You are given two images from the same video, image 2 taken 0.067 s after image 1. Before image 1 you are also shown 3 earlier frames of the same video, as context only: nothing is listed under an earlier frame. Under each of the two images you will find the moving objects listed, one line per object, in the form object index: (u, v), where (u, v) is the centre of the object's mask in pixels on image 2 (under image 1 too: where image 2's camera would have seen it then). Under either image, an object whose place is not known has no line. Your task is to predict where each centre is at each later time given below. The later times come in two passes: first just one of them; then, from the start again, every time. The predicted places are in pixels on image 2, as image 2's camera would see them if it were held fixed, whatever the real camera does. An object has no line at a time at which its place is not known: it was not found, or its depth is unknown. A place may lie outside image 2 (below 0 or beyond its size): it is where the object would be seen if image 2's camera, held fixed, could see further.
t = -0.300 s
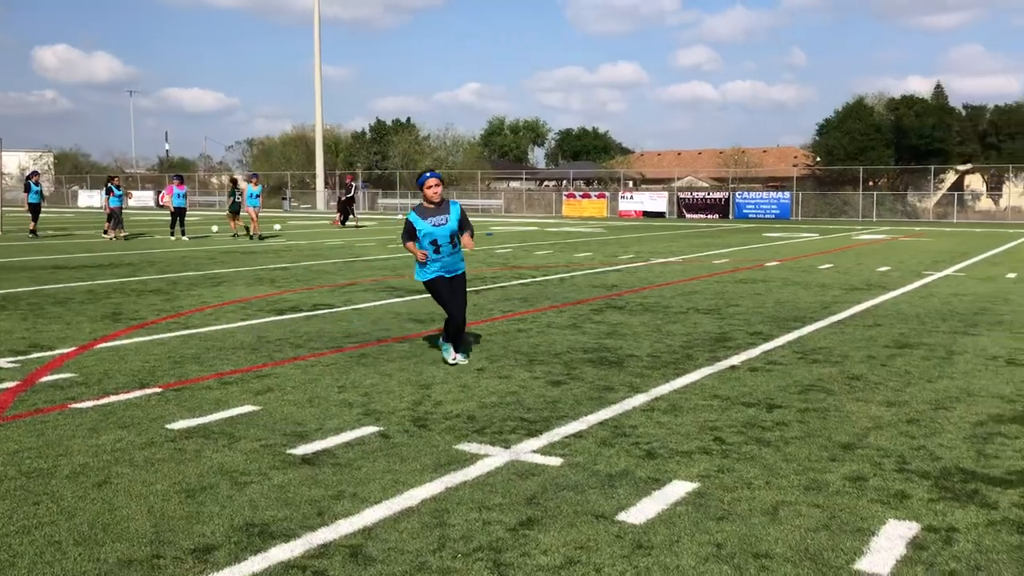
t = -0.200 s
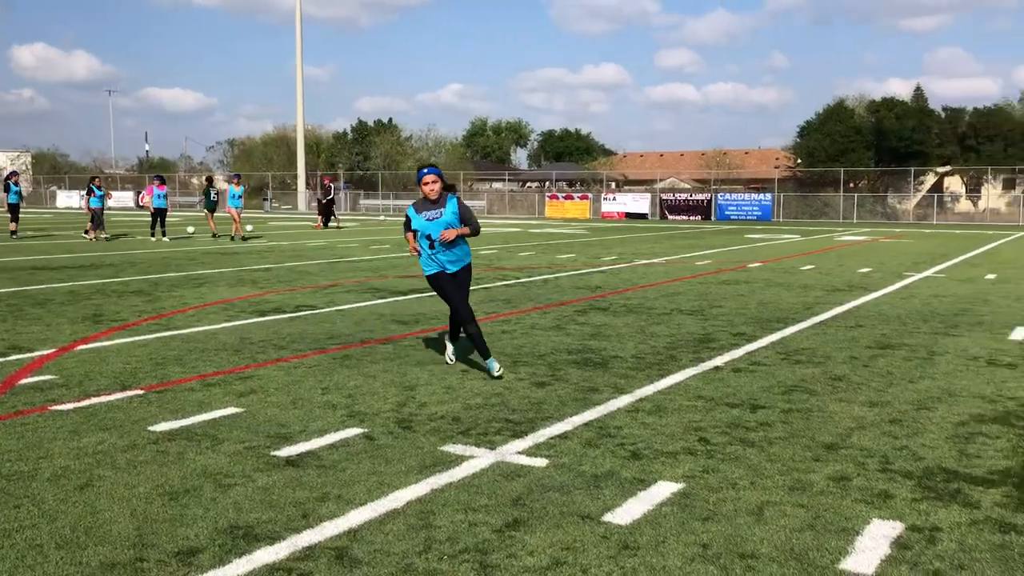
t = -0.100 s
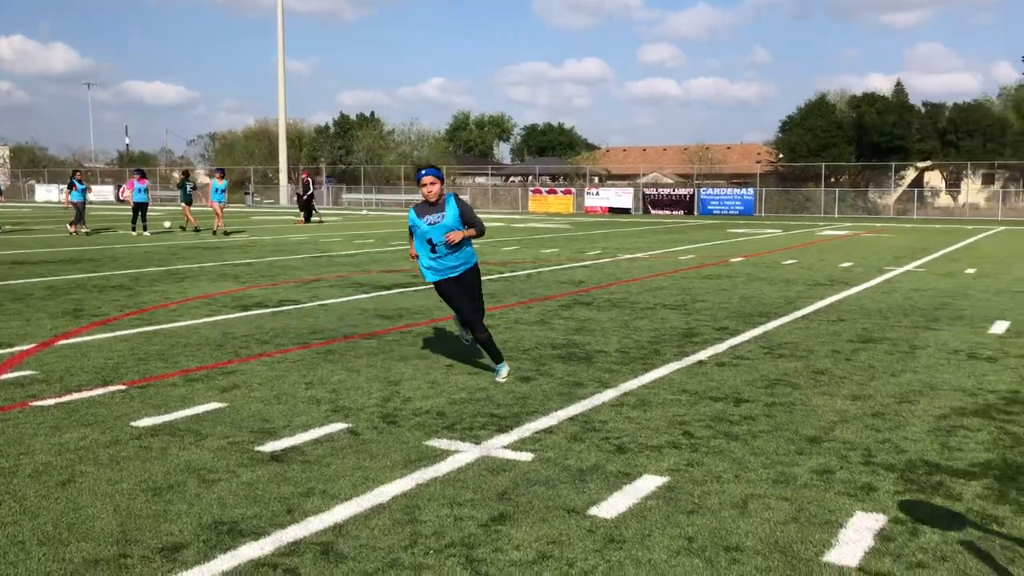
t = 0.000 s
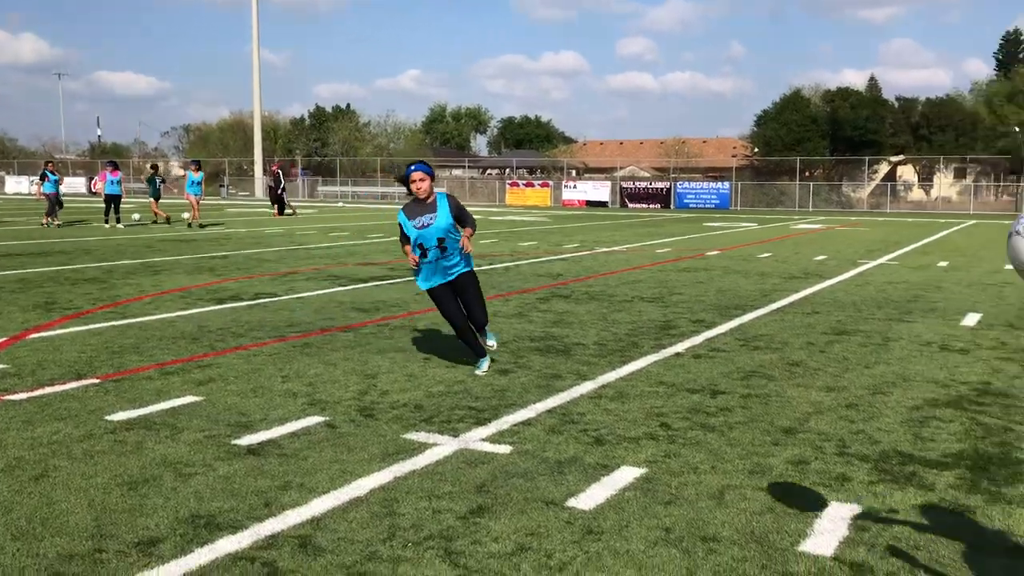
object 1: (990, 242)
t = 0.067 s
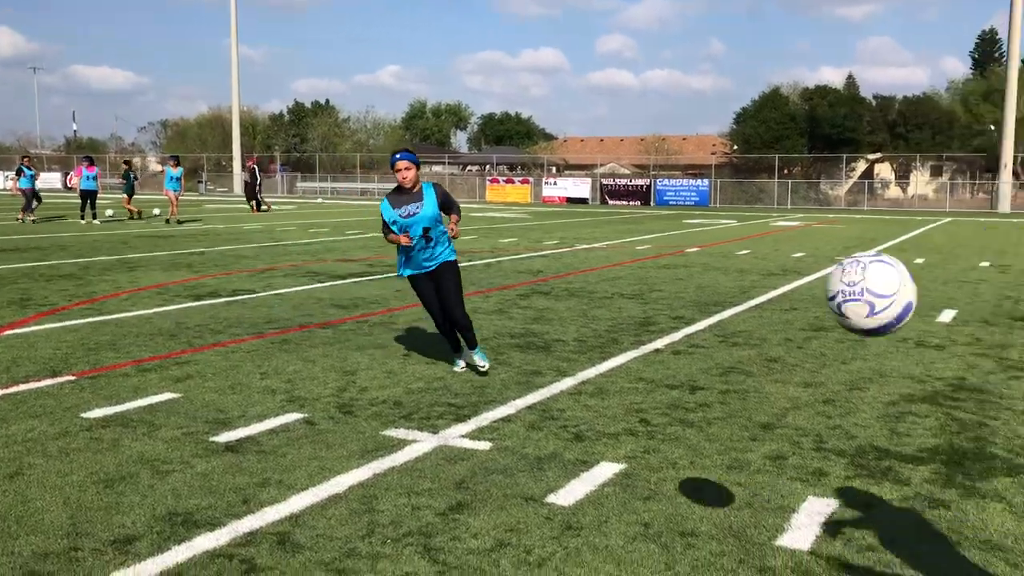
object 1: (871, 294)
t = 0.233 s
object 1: (563, 447)
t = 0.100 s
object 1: (799, 322)
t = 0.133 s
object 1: (732, 351)
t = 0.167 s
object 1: (672, 381)
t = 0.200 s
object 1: (615, 414)
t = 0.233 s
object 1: (563, 447)
